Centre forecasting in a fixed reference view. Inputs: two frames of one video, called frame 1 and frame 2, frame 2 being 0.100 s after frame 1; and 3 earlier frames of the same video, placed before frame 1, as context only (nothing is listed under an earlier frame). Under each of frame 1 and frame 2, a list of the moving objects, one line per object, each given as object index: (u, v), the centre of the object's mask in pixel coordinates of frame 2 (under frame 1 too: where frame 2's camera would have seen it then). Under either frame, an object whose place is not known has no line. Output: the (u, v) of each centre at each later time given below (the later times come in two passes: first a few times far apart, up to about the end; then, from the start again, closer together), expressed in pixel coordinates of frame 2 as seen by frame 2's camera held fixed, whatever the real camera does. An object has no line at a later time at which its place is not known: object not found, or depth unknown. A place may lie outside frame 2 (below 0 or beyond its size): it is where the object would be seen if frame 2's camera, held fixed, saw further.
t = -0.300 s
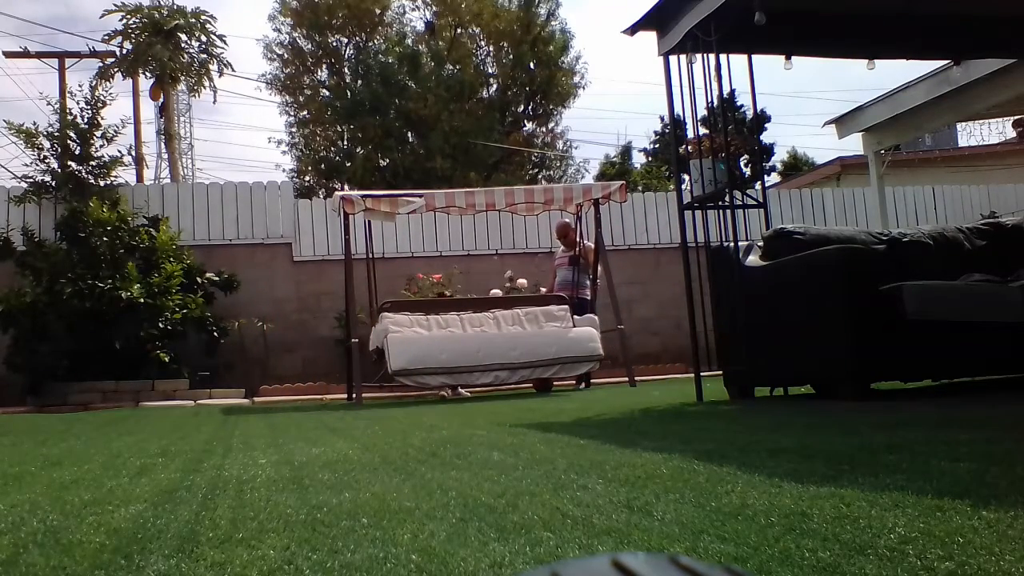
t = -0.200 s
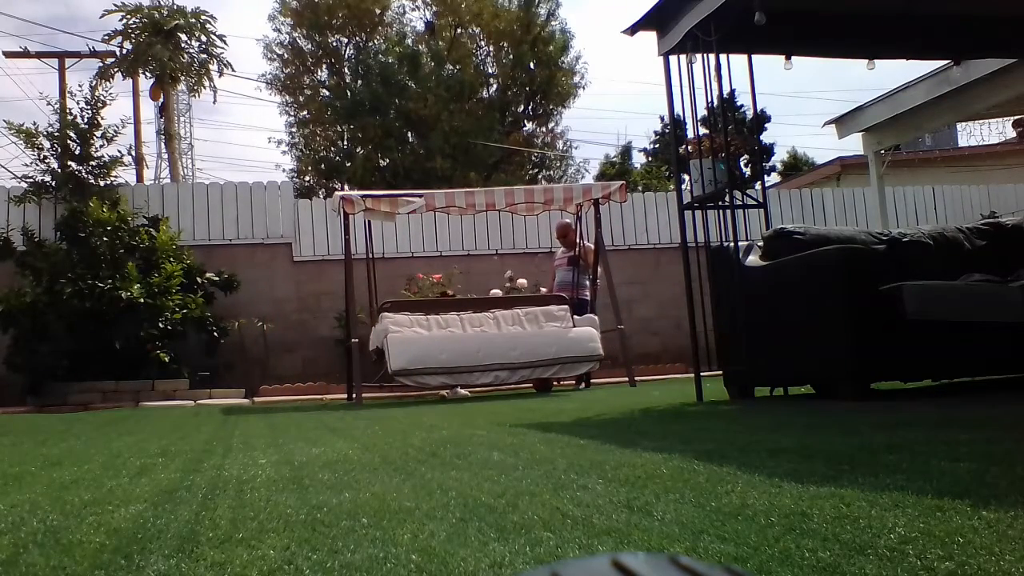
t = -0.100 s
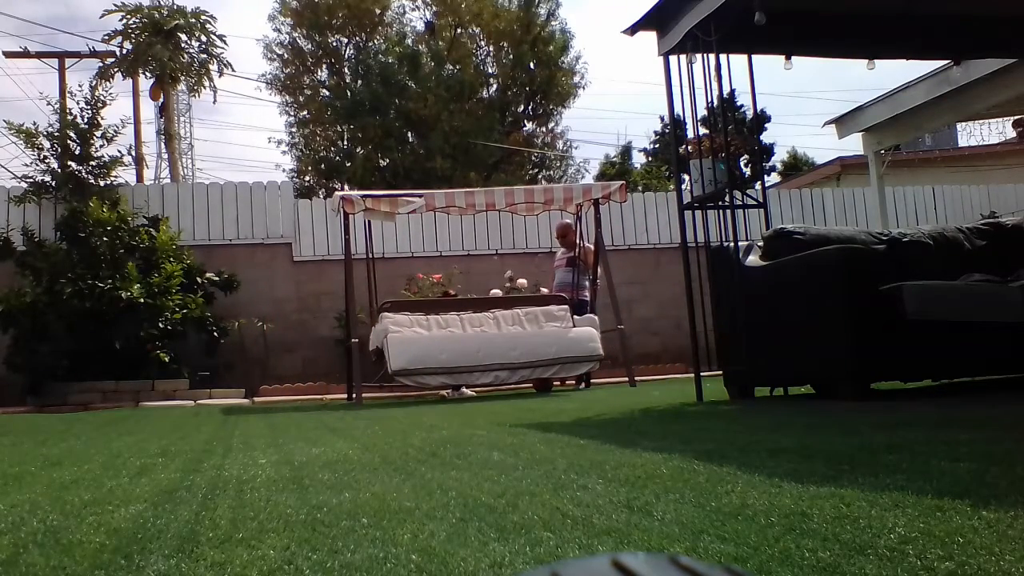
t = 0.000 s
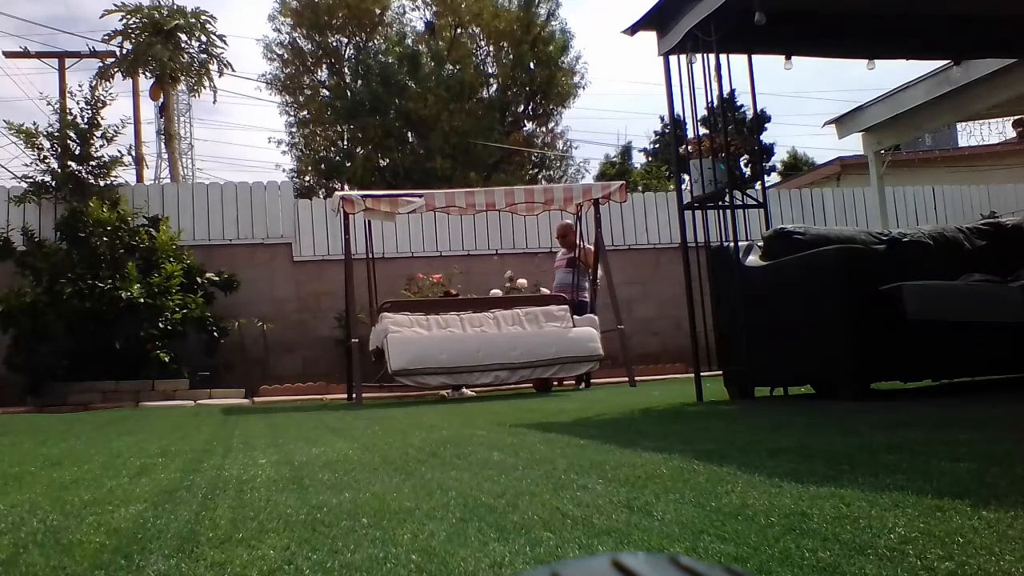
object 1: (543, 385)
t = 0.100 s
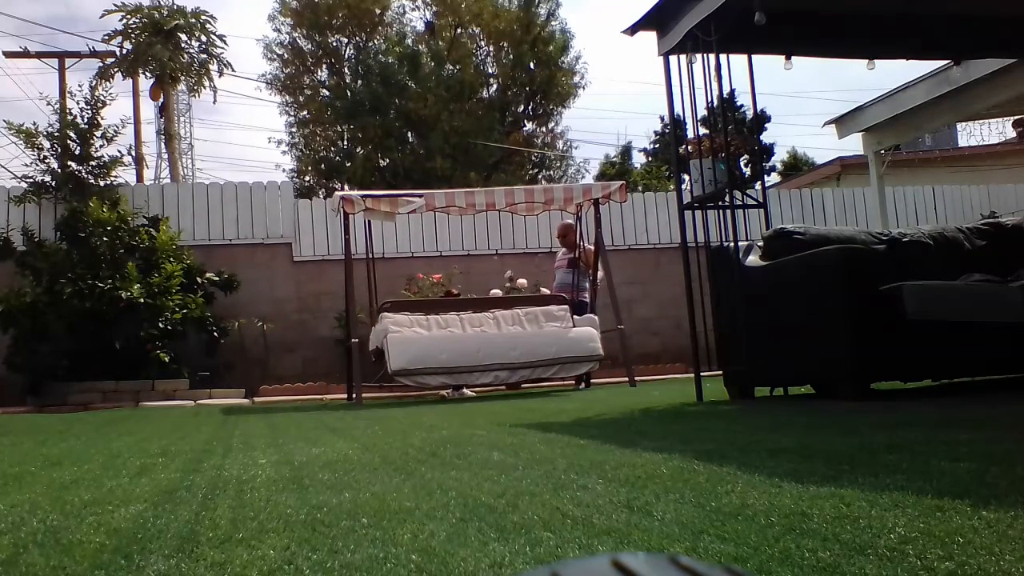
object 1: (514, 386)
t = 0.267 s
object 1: (436, 390)
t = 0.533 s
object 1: (351, 391)
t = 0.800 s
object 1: (288, 395)
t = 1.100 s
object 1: (217, 396)
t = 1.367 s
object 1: (160, 398)
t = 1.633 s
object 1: (108, 401)
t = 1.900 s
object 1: (64, 402)
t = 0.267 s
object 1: (436, 390)
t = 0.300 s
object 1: (423, 394)
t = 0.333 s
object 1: (411, 392)
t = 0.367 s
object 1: (400, 390)
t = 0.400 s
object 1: (392, 388)
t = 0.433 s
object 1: (383, 387)
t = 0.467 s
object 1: (374, 388)
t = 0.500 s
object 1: (366, 391)
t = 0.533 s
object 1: (351, 391)
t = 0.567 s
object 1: (346, 391)
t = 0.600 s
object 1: (339, 392)
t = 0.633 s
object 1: (330, 393)
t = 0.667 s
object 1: (321, 393)
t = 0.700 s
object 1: (313, 393)
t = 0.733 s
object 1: (305, 393)
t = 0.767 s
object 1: (297, 394)
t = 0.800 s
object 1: (288, 395)
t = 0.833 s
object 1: (280, 395)
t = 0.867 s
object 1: (272, 395)
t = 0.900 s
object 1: (263, 396)
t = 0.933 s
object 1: (255, 396)
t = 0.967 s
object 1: (248, 396)
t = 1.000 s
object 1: (240, 396)
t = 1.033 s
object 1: (232, 396)
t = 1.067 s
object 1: (224, 396)
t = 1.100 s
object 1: (217, 396)
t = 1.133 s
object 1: (210, 396)
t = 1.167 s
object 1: (202, 396)
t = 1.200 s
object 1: (195, 397)
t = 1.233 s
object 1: (187, 397)
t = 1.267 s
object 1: (180, 398)
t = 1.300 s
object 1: (173, 398)
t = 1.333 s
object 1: (166, 398)
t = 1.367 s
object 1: (160, 398)
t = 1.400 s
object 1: (153, 398)
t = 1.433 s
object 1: (146, 399)
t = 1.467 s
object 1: (140, 399)
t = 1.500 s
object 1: (134, 399)
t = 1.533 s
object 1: (128, 399)
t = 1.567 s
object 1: (122, 400)
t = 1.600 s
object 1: (115, 400)
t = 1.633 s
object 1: (108, 401)
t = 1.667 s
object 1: (102, 401)
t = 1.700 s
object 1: (97, 401)
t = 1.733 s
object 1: (91, 402)
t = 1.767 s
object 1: (86, 402)
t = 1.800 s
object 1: (80, 402)
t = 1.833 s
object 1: (74, 402)
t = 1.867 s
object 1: (69, 402)
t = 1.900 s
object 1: (64, 402)
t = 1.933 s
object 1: (59, 403)
